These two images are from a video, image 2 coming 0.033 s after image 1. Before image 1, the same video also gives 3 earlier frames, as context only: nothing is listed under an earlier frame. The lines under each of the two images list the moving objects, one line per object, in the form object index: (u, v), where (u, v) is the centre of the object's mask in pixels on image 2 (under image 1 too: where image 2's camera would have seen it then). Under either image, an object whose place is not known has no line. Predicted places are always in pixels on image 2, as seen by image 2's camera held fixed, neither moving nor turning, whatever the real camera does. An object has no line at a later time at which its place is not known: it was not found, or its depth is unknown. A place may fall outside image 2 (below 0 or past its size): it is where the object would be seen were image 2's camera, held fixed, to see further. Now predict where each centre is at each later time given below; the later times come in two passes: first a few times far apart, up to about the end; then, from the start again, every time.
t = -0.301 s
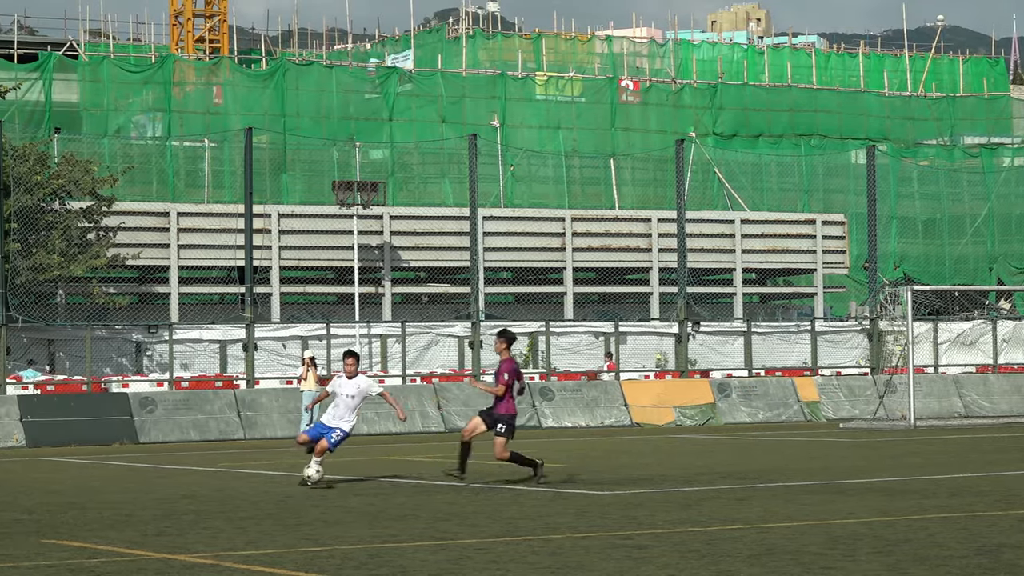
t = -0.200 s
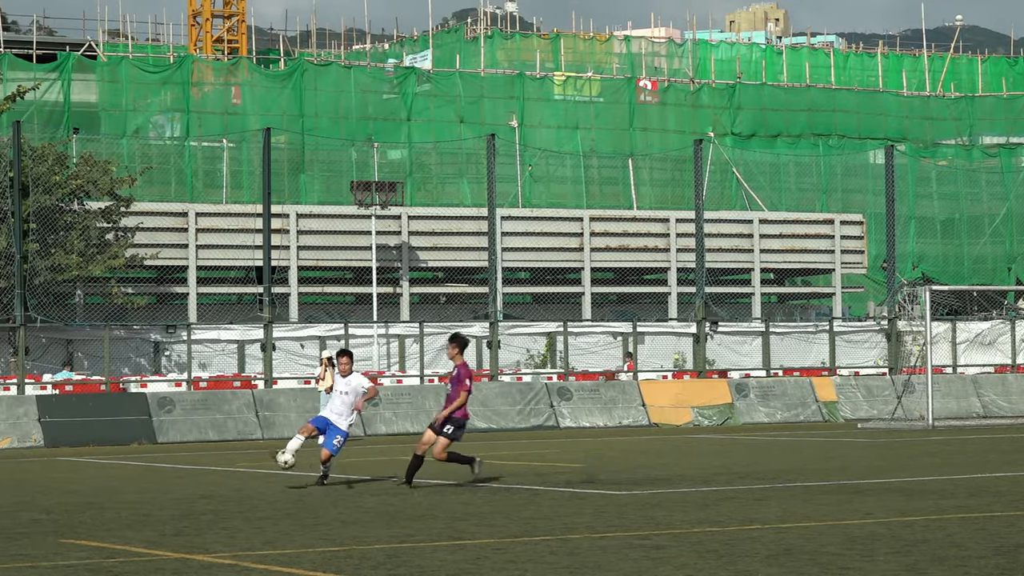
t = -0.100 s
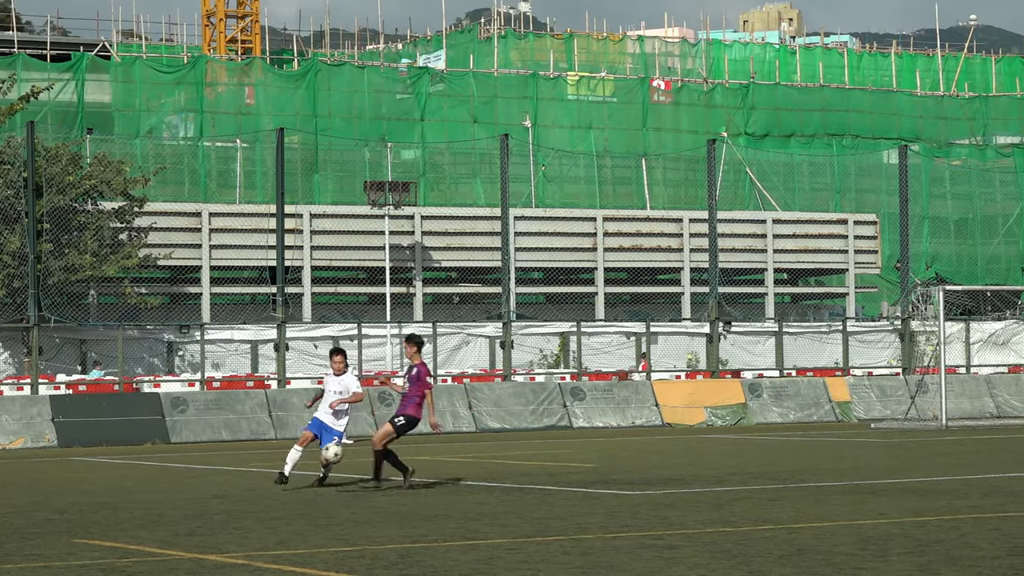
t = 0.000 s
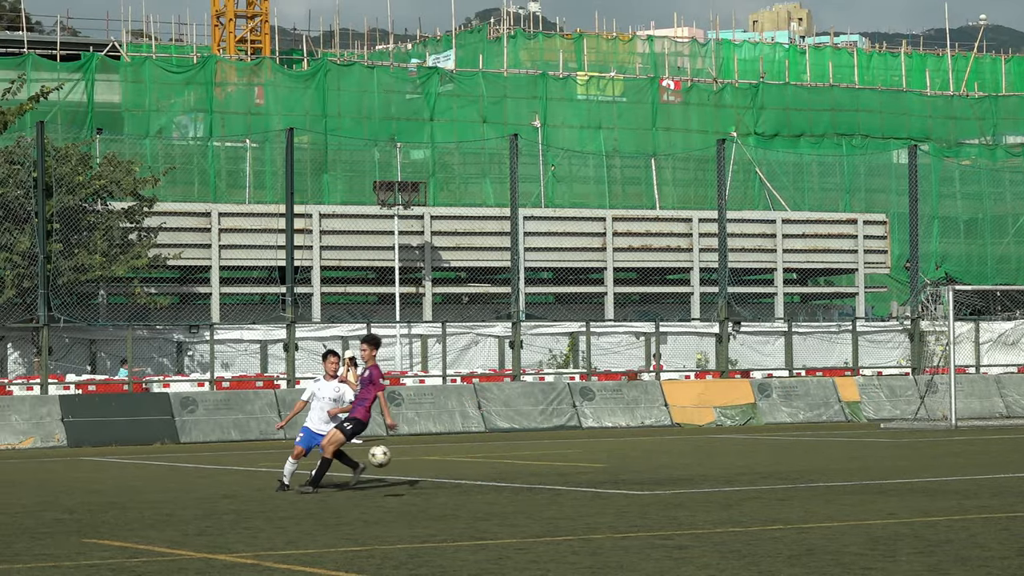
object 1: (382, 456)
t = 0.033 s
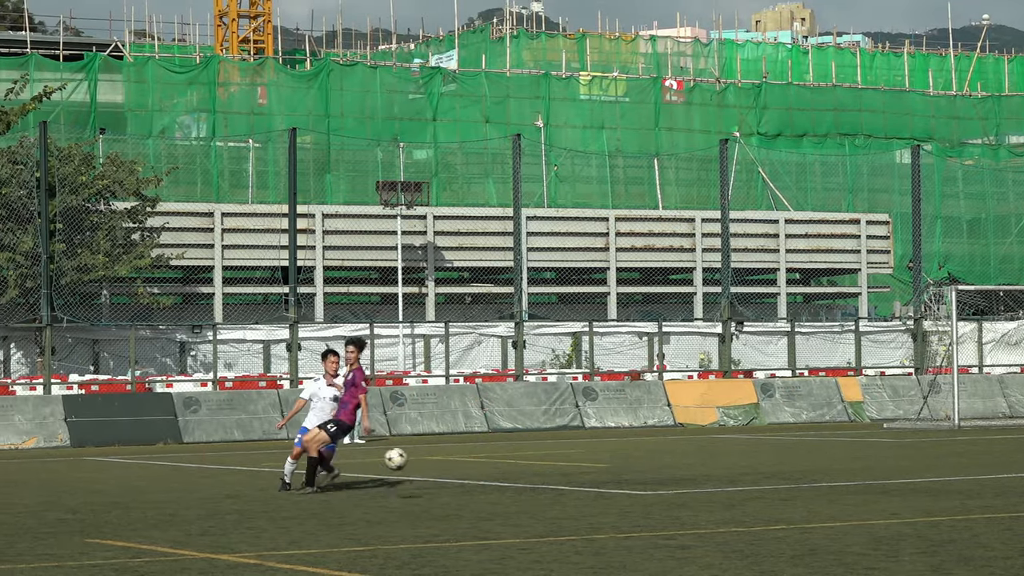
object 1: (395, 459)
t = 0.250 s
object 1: (490, 497)
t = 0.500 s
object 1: (592, 507)
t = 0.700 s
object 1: (666, 507)
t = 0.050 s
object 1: (402, 461)
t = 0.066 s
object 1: (409, 463)
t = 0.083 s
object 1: (416, 466)
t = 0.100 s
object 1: (423, 469)
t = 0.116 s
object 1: (431, 472)
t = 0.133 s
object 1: (438, 475)
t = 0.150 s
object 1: (445, 479)
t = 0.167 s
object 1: (453, 483)
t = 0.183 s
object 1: (461, 487)
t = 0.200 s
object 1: (469, 493)
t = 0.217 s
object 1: (476, 498)
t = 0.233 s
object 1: (484, 498)
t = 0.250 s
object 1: (490, 497)
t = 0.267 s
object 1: (496, 496)
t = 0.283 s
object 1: (503, 495)
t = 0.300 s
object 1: (509, 494)
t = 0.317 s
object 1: (516, 494)
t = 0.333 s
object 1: (523, 494)
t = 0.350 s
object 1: (530, 494)
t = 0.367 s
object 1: (537, 495)
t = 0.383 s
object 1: (544, 496)
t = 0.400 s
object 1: (551, 498)
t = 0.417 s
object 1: (558, 500)
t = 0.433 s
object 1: (565, 502)
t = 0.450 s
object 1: (572, 505)
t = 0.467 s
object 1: (580, 508)
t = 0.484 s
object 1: (587, 509)
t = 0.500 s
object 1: (592, 507)
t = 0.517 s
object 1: (598, 505)
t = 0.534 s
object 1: (604, 503)
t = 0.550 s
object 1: (610, 502)
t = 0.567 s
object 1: (616, 501)
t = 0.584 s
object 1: (622, 501)
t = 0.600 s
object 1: (628, 500)
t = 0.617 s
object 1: (634, 501)
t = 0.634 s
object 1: (640, 501)
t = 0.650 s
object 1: (647, 502)
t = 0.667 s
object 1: (653, 503)
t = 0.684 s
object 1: (660, 505)
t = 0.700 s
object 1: (666, 507)
